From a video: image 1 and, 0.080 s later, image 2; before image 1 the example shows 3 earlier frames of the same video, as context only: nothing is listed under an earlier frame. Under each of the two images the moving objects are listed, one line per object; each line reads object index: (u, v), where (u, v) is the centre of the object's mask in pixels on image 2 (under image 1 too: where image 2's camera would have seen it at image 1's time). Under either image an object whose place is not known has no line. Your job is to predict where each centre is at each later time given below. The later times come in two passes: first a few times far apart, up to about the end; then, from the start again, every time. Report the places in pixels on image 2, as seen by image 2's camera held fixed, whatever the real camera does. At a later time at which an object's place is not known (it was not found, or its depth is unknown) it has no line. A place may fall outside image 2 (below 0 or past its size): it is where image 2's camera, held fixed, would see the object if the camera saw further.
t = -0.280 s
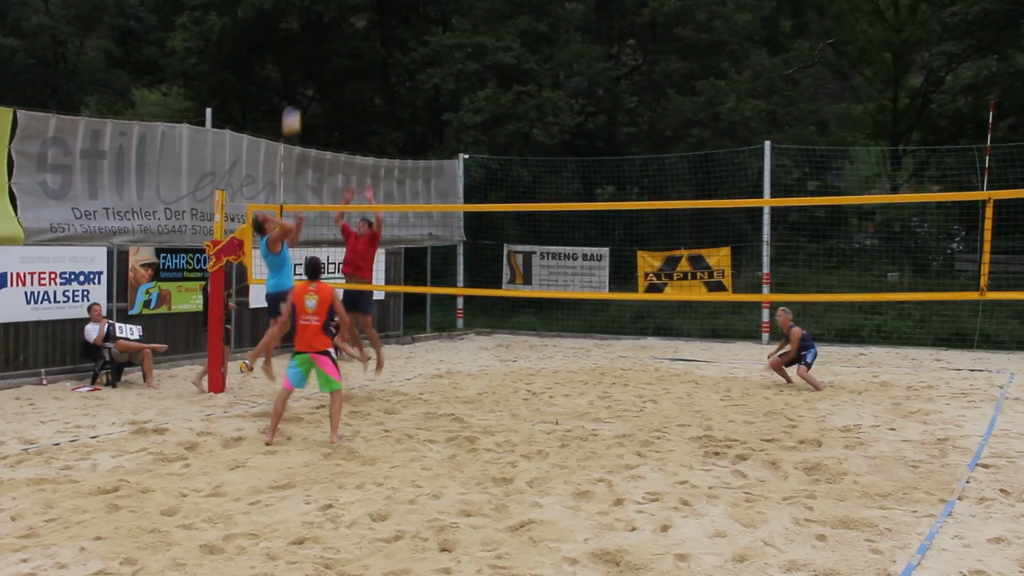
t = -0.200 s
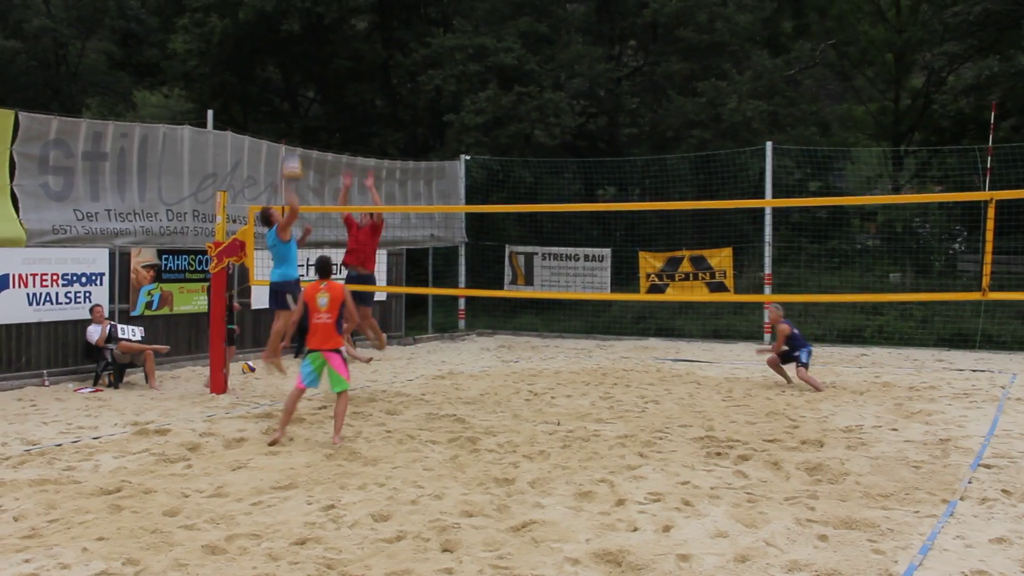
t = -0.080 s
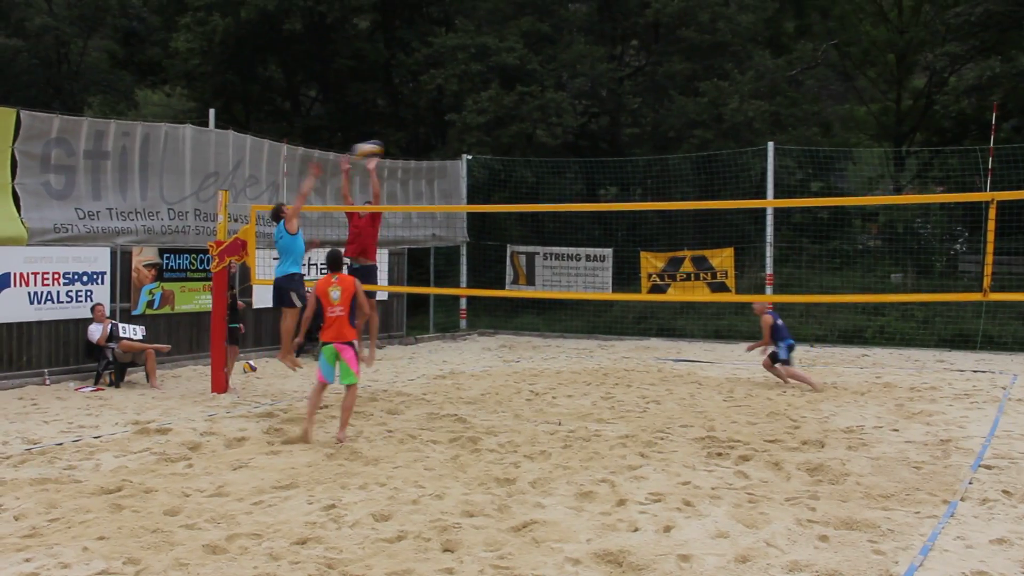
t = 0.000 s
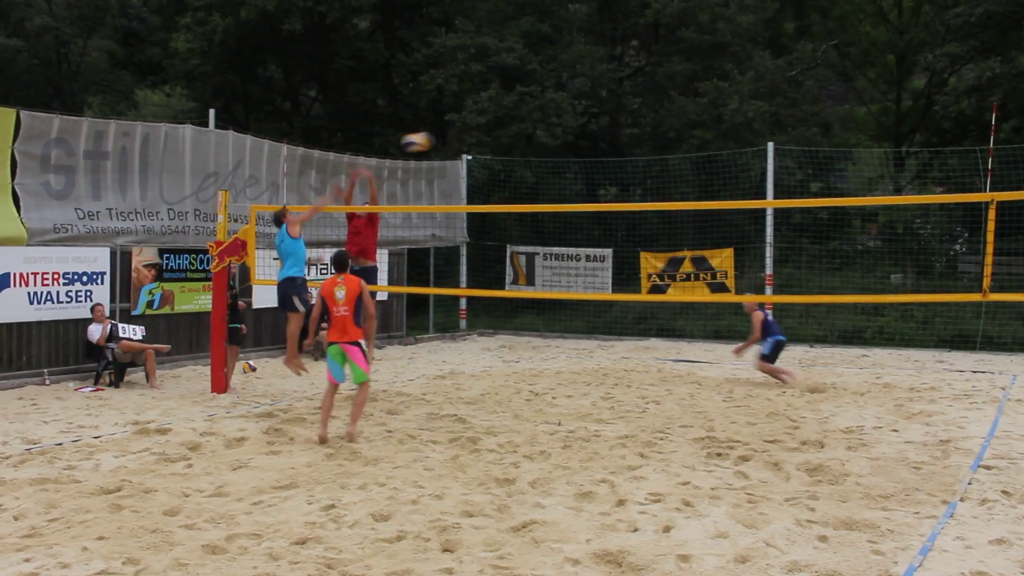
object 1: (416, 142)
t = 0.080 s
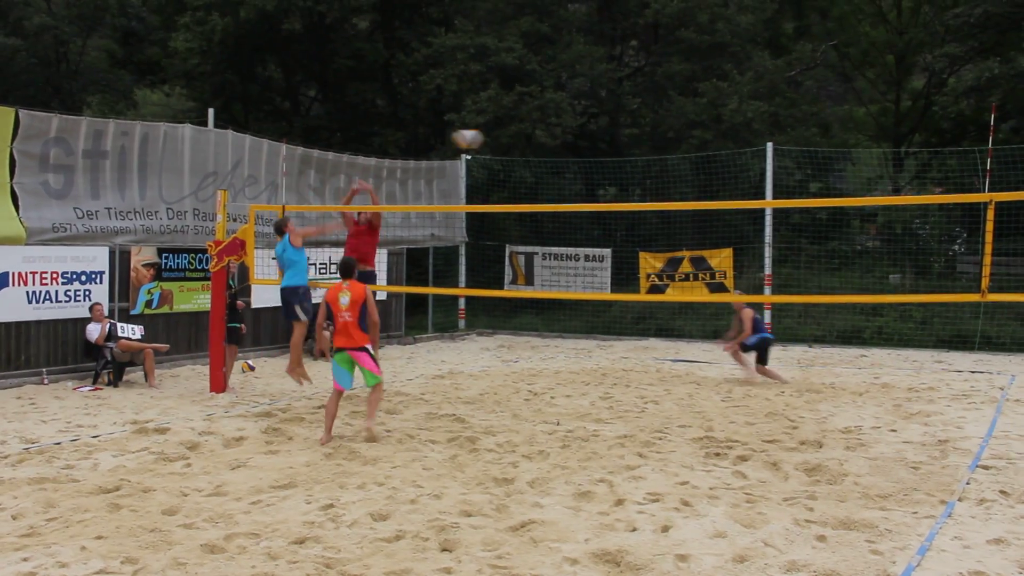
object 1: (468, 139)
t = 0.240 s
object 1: (562, 151)
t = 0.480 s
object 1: (695, 219)
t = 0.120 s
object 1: (492, 140)
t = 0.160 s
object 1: (516, 142)
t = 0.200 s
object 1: (540, 146)
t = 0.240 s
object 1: (562, 151)
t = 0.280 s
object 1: (587, 158)
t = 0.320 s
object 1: (610, 167)
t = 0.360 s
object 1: (630, 177)
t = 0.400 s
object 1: (653, 187)
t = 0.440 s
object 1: (672, 196)
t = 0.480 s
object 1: (695, 219)
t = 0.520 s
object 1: (714, 231)
